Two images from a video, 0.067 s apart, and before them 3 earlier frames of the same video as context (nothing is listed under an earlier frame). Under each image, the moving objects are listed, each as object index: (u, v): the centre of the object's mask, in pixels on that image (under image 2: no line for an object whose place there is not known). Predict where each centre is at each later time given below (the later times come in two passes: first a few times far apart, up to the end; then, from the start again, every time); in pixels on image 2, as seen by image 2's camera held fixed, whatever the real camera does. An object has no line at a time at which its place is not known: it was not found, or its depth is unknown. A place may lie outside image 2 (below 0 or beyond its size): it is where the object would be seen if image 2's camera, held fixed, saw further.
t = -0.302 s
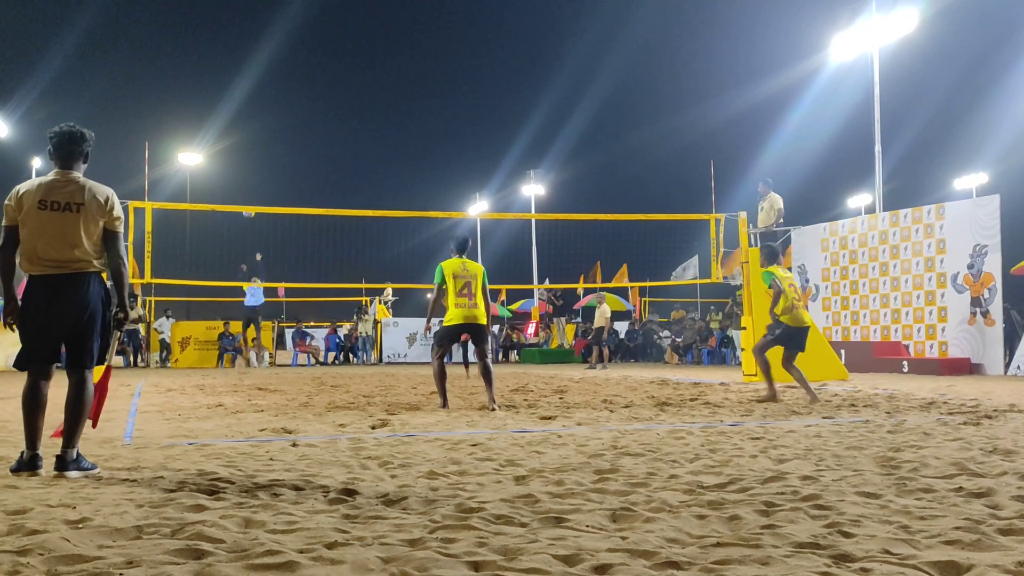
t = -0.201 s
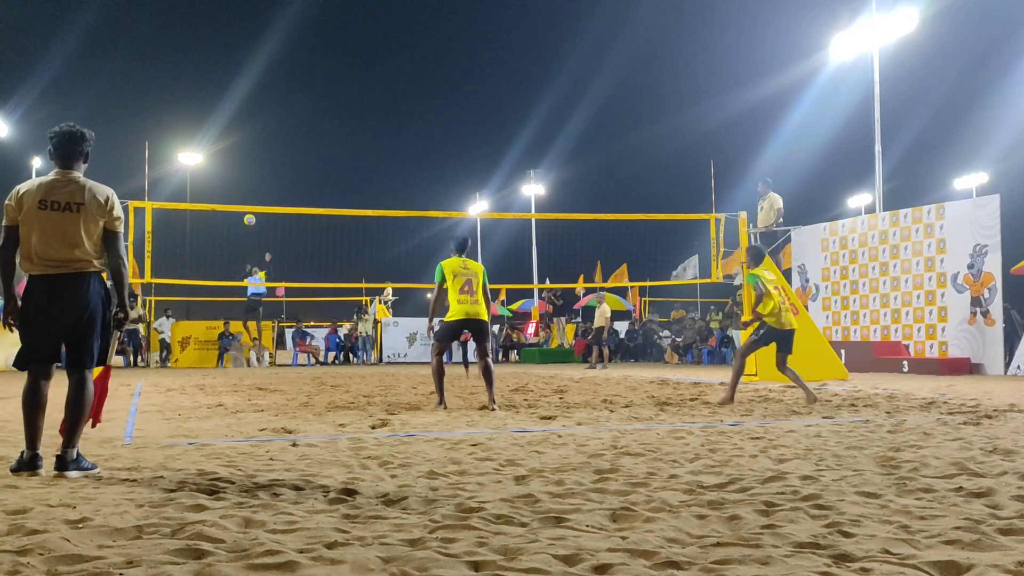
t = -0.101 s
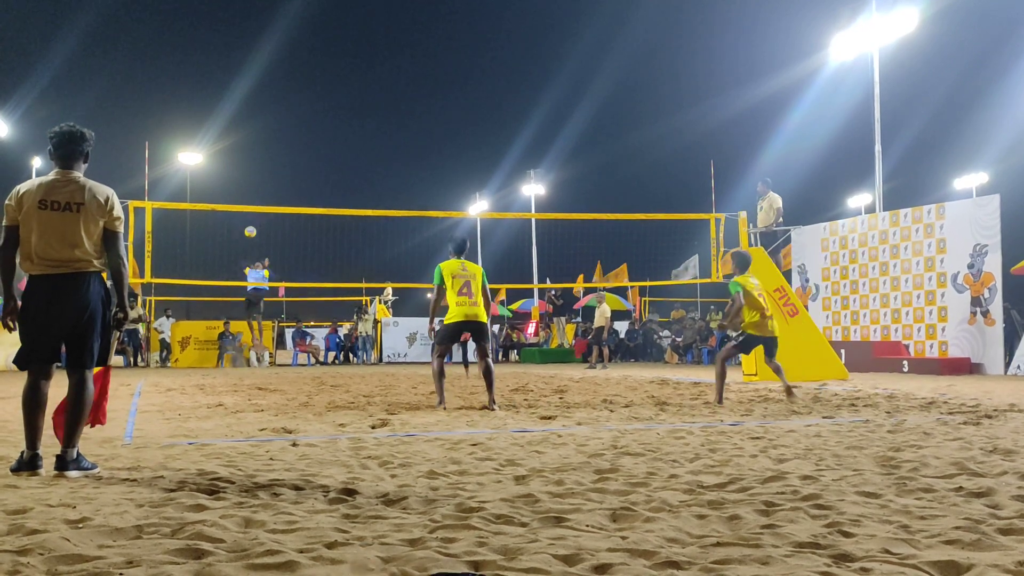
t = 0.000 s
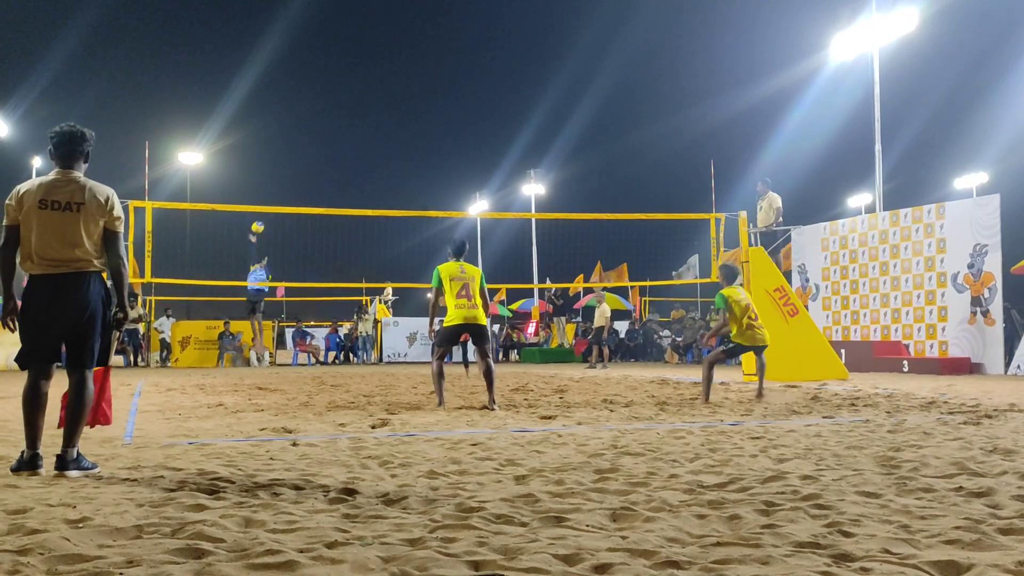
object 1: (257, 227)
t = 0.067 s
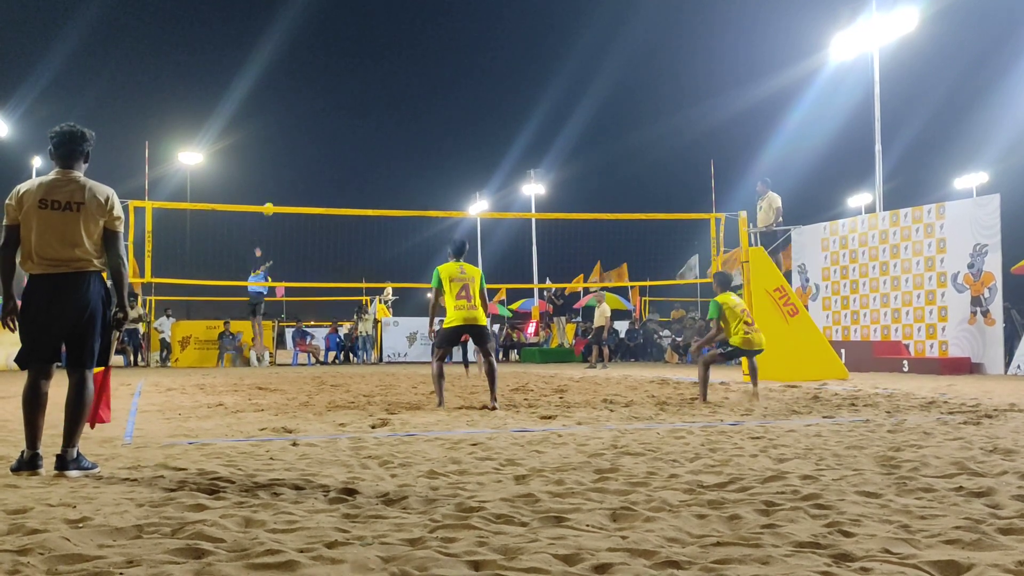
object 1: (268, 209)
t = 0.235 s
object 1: (300, 174)
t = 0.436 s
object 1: (349, 155)
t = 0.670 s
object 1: (424, 176)
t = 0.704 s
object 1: (437, 183)
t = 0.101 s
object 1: (274, 200)
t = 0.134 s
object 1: (280, 193)
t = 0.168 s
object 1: (286, 186)
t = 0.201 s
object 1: (293, 180)
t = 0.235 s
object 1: (300, 174)
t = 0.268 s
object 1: (308, 169)
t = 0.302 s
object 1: (315, 164)
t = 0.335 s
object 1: (323, 160)
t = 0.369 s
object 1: (331, 158)
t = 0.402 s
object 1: (340, 156)
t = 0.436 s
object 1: (349, 155)
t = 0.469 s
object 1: (358, 155)
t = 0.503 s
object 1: (368, 156)
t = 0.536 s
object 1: (378, 158)
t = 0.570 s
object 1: (389, 161)
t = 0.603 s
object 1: (401, 165)
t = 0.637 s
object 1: (412, 170)
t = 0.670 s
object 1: (424, 176)
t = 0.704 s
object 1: (437, 183)
